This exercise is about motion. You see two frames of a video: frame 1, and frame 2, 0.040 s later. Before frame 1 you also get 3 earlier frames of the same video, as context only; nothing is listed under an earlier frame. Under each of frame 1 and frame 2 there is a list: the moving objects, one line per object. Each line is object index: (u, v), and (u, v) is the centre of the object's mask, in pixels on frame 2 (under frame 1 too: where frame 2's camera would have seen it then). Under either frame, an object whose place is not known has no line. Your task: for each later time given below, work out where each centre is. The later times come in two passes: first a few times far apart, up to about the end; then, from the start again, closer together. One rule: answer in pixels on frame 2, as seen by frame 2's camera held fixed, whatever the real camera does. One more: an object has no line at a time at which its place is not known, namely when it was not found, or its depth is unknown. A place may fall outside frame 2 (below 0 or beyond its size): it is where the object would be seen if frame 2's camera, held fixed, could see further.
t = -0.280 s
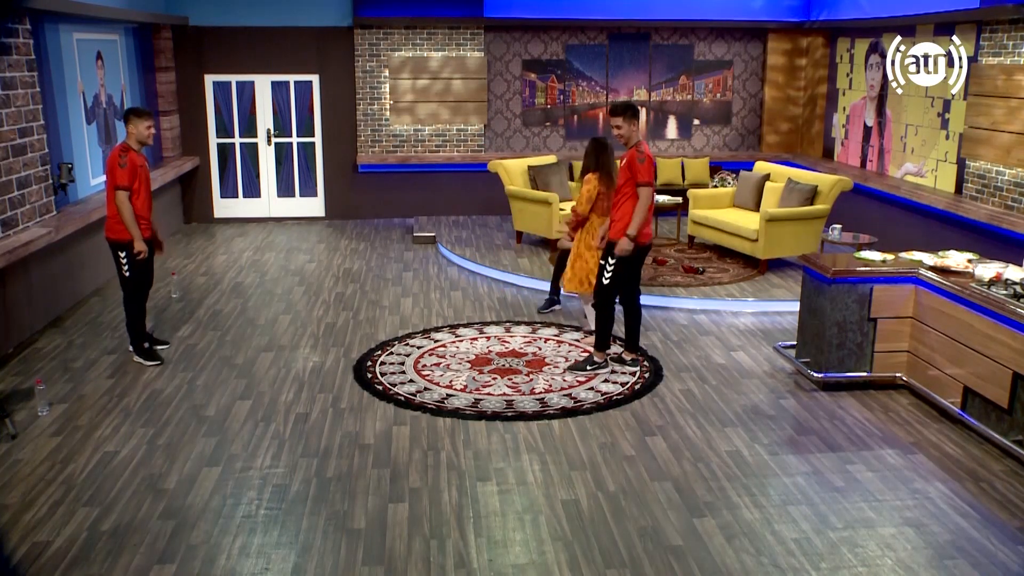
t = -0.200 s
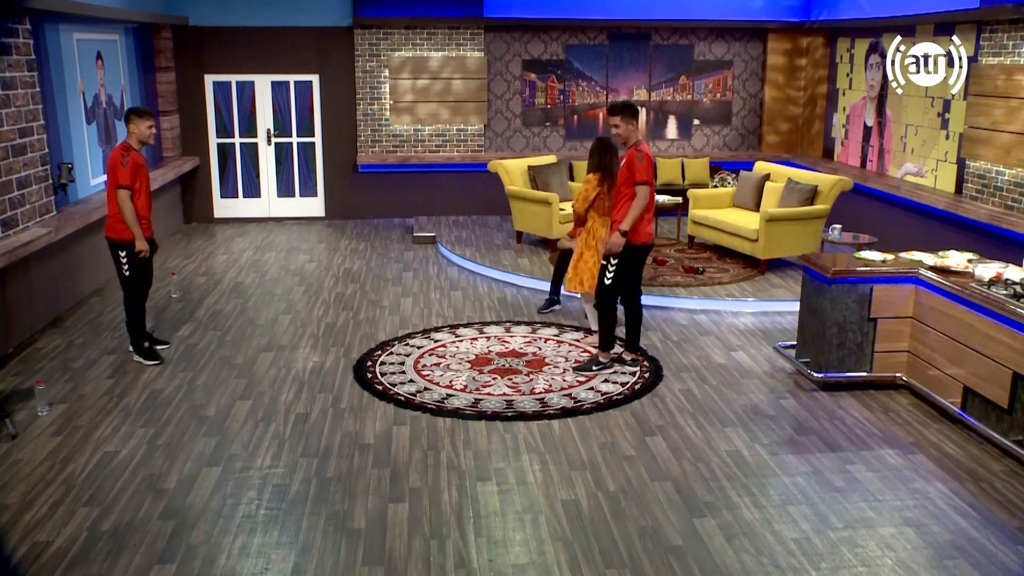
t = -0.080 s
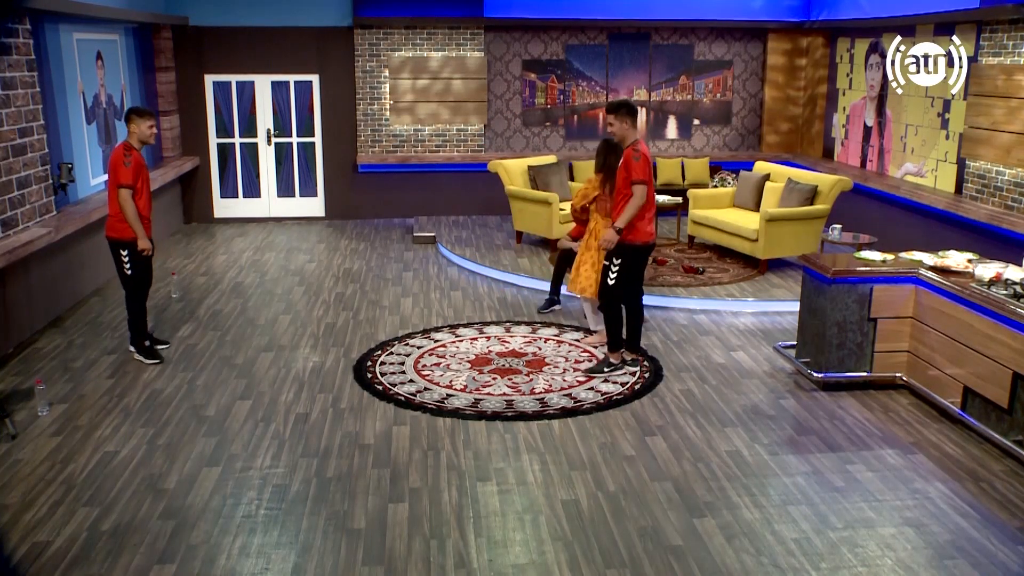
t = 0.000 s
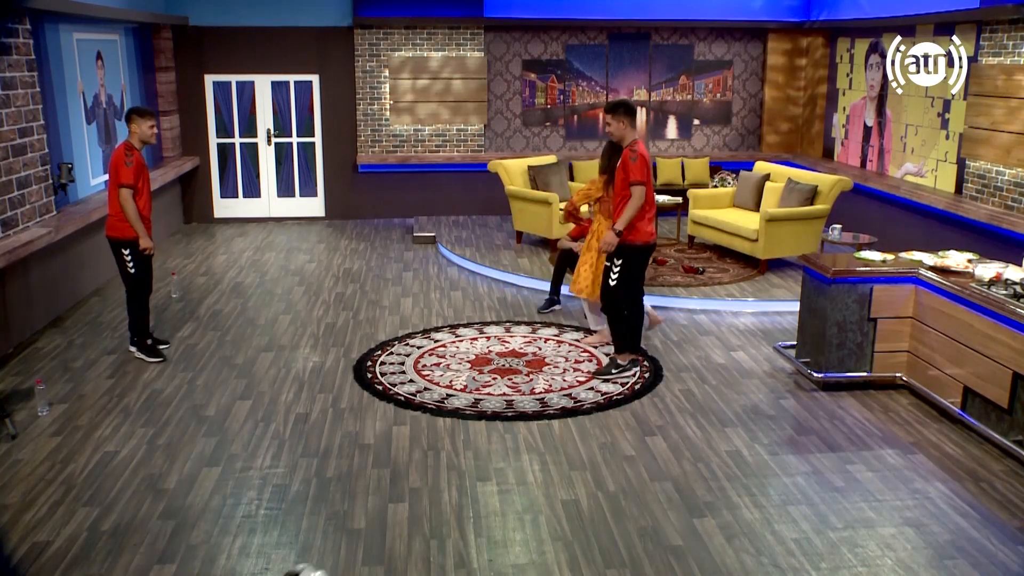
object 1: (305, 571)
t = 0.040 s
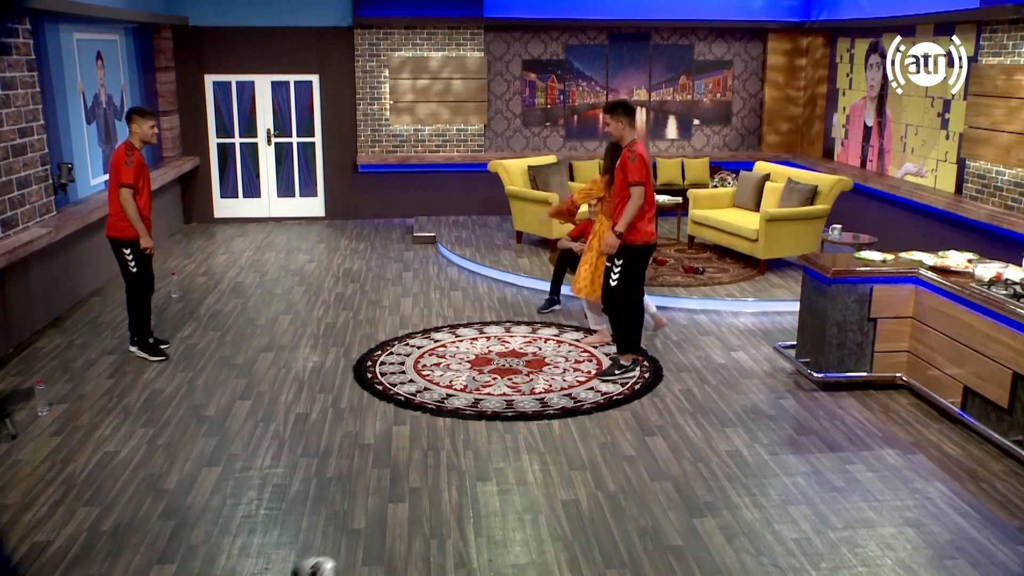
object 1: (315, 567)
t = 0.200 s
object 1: (359, 548)
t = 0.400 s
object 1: (406, 510)
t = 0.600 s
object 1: (445, 477)
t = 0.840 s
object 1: (486, 445)
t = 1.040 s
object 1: (515, 420)
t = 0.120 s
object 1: (338, 558)
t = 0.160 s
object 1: (349, 553)
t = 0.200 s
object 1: (359, 548)
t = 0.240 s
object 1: (369, 539)
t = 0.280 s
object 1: (378, 532)
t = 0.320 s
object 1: (387, 523)
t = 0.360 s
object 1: (396, 516)
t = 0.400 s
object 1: (406, 510)
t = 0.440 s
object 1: (414, 502)
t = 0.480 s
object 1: (422, 496)
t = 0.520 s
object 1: (430, 489)
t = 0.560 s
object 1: (438, 483)
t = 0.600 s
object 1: (445, 477)
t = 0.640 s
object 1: (452, 471)
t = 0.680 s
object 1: (460, 465)
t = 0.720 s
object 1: (467, 459)
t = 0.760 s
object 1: (474, 455)
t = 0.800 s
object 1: (479, 450)
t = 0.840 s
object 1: (486, 445)
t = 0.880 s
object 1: (491, 439)
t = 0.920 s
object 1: (497, 434)
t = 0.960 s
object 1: (504, 430)
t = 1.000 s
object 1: (510, 425)
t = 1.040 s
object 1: (515, 420)
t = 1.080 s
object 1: (520, 417)
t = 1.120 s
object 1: (526, 412)
